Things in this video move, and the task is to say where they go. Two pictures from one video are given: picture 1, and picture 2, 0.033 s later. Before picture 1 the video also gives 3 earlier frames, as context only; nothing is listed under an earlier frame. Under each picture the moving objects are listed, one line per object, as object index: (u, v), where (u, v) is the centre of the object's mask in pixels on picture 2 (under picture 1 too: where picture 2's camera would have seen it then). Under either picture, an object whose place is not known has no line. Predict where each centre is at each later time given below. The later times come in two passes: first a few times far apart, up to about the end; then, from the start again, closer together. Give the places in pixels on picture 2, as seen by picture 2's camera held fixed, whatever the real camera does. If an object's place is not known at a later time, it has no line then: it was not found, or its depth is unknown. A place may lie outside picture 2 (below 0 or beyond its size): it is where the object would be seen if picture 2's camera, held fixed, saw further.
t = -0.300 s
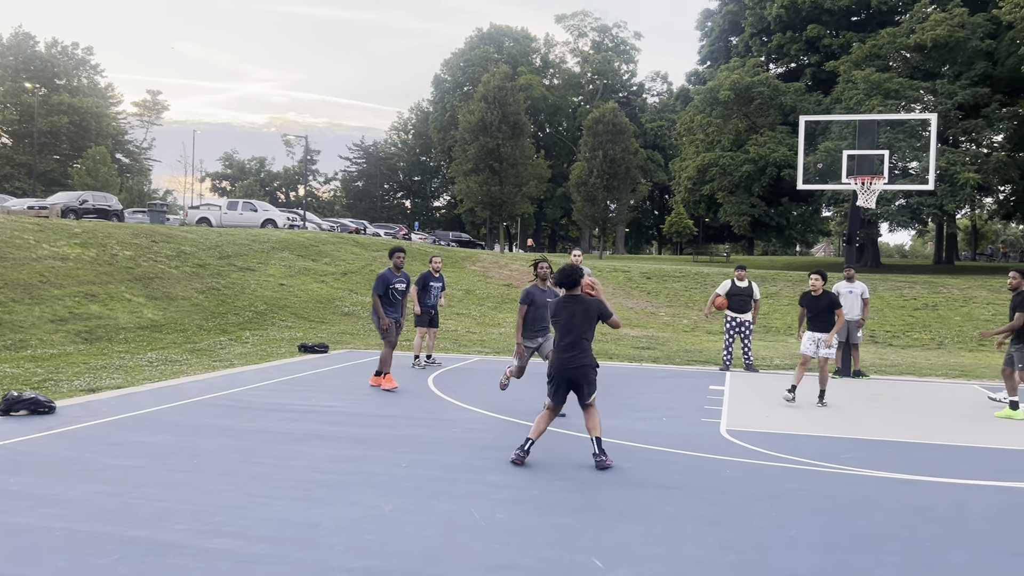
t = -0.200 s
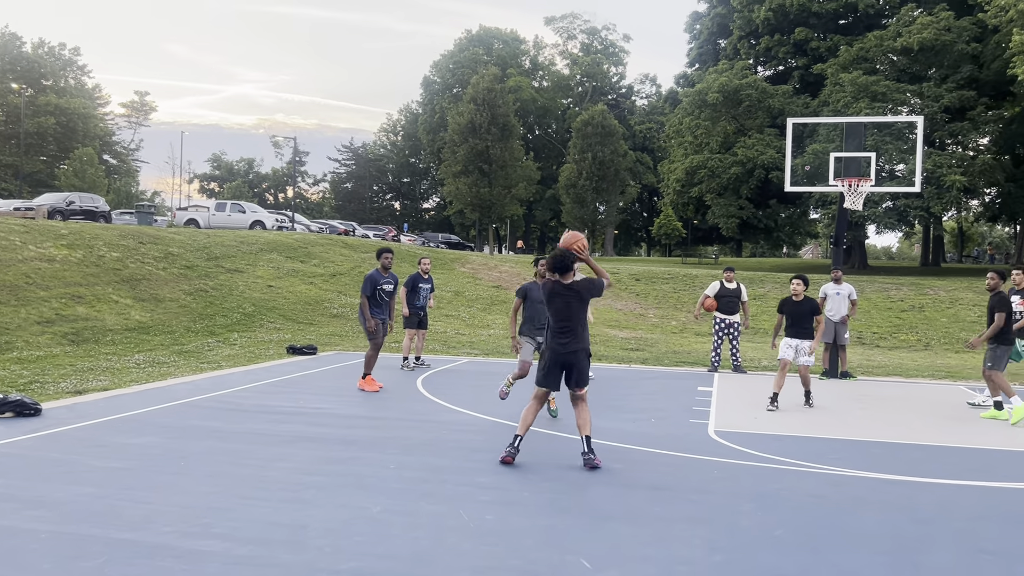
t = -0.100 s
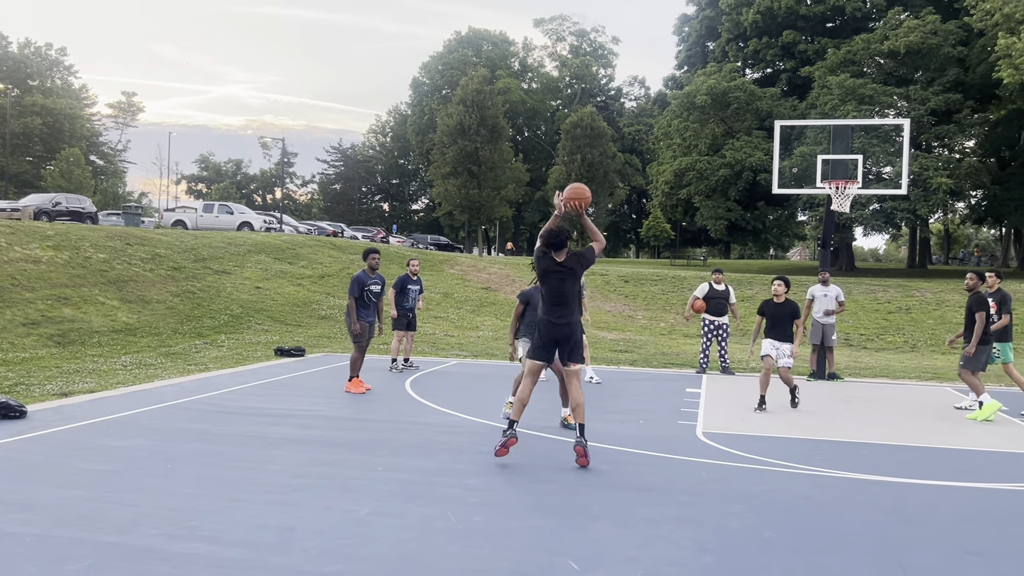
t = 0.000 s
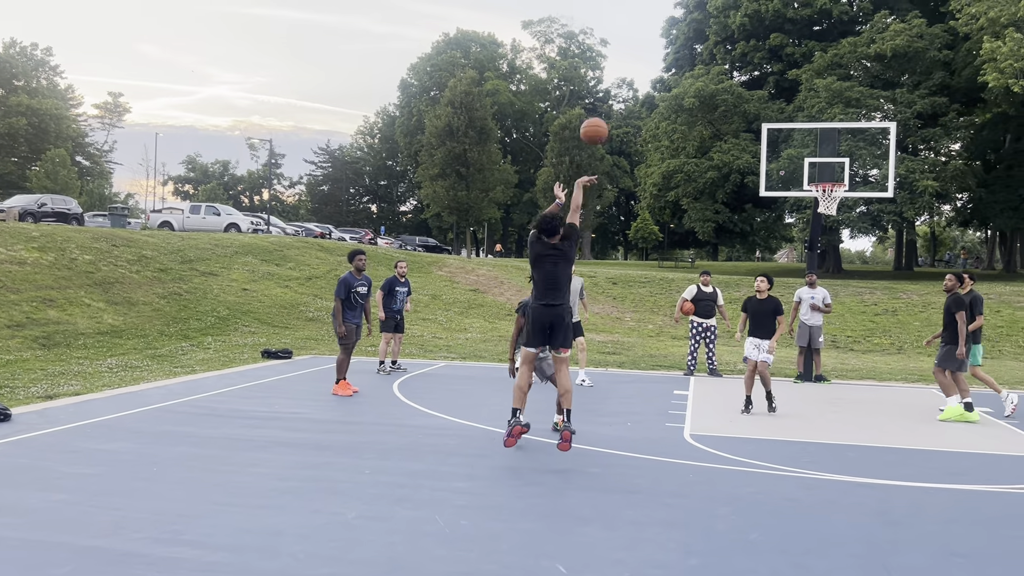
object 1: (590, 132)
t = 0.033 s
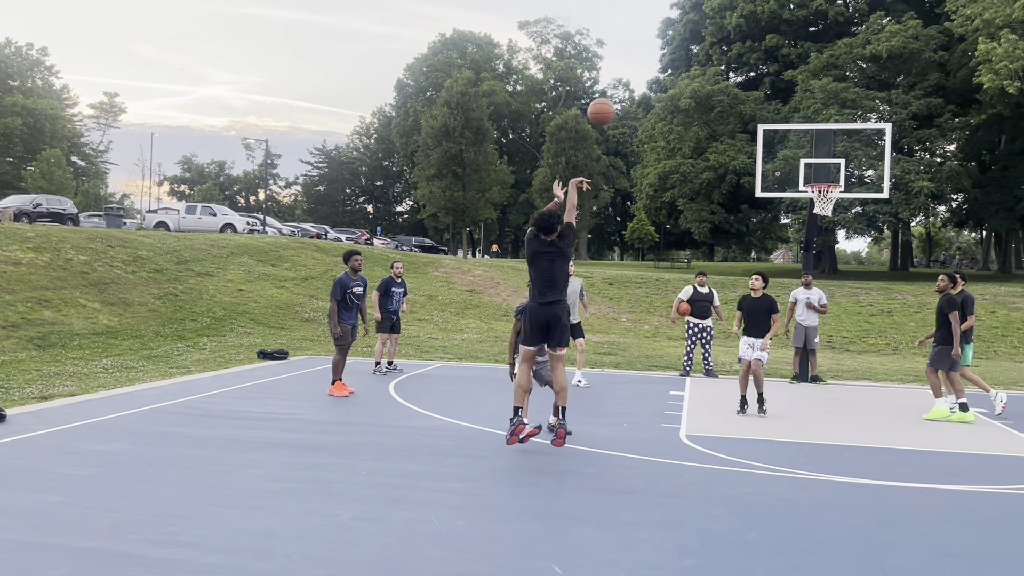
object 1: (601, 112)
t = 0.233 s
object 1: (659, 27)
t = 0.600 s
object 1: (740, -5)
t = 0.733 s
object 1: (762, 10)
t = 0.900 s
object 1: (788, 47)
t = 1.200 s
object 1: (826, 153)
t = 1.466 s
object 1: (824, 202)
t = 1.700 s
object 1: (835, 220)
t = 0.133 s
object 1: (632, 62)
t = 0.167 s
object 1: (641, 49)
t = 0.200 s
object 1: (650, 37)
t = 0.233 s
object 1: (659, 27)
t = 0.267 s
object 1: (668, 18)
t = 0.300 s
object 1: (676, 10)
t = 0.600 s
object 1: (740, -5)
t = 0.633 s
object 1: (746, -4)
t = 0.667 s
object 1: (751, 0)
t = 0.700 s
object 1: (757, 4)
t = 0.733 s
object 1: (762, 10)
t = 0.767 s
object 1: (768, 16)
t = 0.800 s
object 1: (773, 23)
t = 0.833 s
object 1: (778, 30)
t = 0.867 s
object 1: (783, 38)
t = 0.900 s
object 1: (788, 47)
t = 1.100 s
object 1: (814, 113)
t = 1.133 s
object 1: (817, 126)
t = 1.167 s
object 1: (821, 139)
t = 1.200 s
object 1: (826, 153)
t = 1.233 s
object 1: (829, 168)
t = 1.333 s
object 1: (816, 192)
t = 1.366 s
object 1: (817, 195)
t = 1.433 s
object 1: (825, 200)
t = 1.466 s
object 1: (824, 202)
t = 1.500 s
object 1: (827, 202)
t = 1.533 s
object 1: (828, 205)
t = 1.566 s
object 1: (830, 207)
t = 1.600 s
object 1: (831, 210)
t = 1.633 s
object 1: (833, 213)
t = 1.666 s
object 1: (834, 216)
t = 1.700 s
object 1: (835, 220)
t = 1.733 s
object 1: (837, 226)
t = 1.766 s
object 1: (838, 233)
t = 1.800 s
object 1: (839, 240)
